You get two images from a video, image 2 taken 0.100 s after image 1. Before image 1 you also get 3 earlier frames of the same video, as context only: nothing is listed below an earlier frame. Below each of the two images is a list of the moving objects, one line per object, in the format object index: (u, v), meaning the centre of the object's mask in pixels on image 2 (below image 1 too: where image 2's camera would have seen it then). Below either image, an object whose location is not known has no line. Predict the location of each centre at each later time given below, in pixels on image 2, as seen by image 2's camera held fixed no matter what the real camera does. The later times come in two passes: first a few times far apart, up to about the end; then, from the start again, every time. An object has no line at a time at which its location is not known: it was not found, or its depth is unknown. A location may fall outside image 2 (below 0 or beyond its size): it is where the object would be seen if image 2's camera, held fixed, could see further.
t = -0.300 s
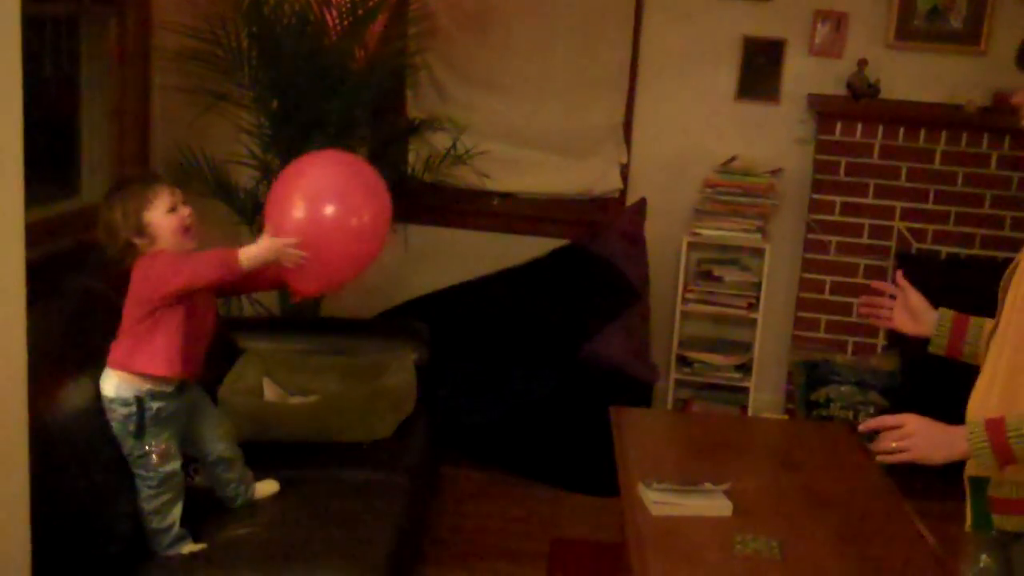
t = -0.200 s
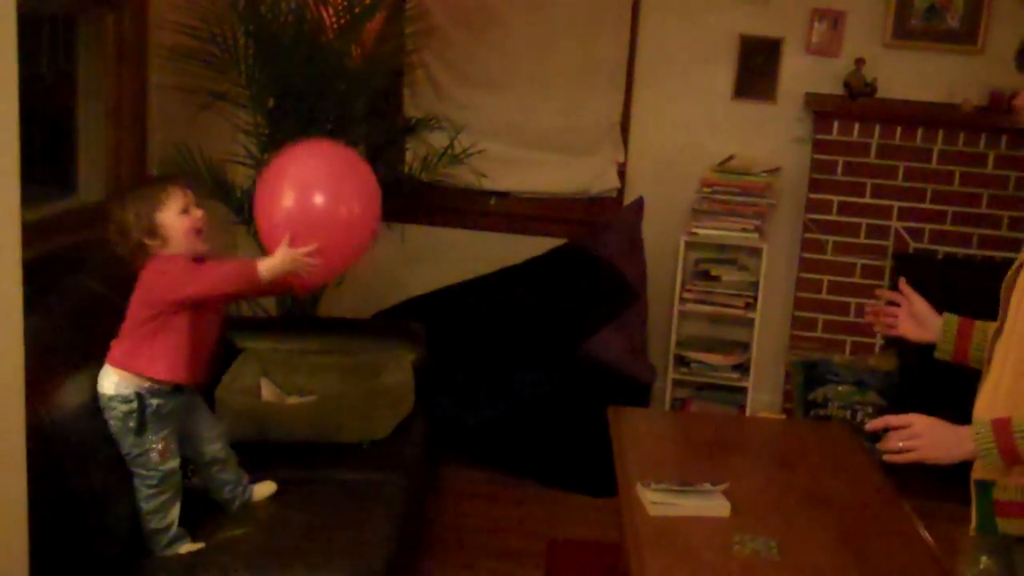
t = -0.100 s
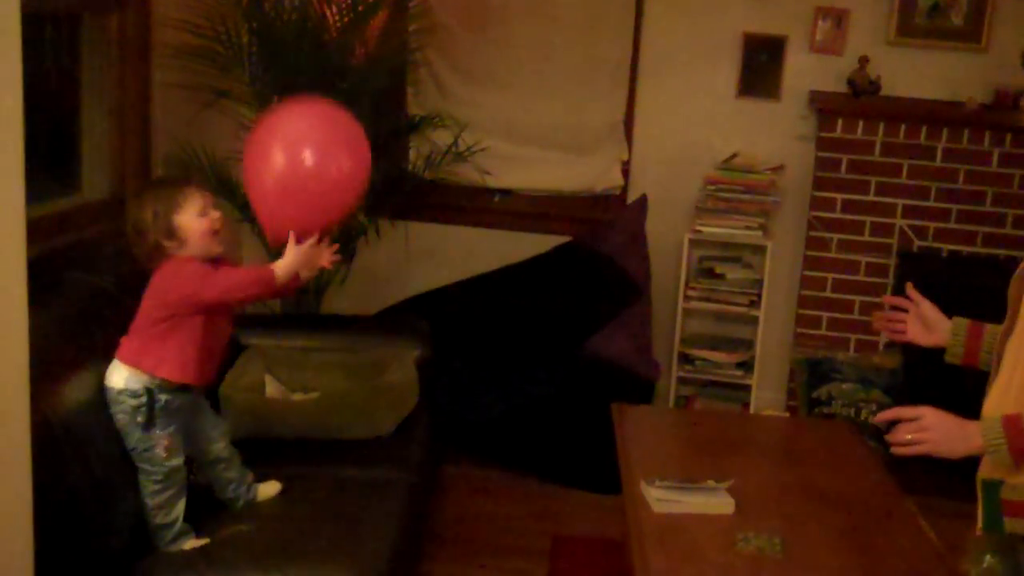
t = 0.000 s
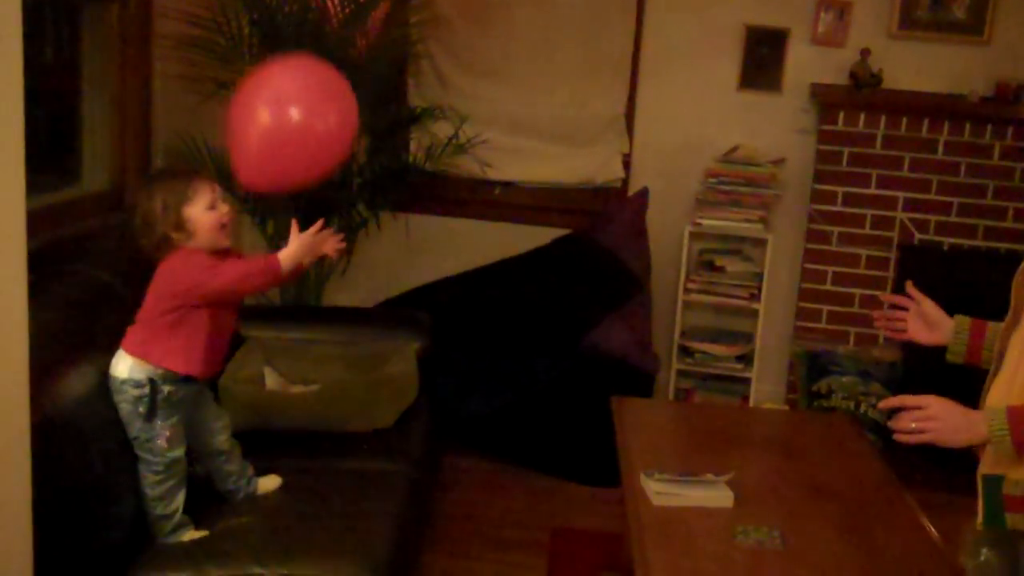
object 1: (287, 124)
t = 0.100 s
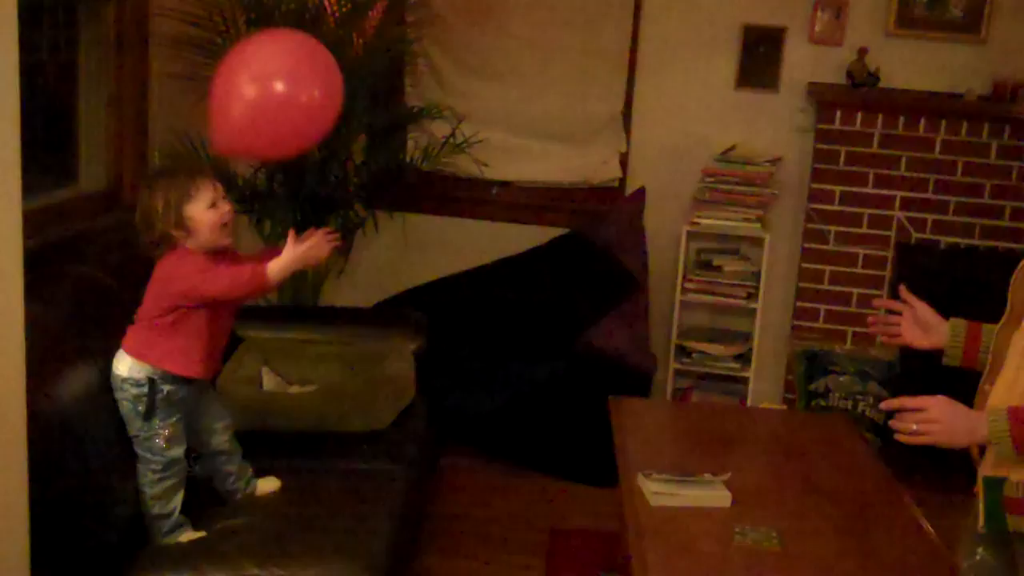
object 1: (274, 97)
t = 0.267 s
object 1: (255, 72)
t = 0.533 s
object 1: (226, 77)
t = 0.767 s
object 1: (209, 120)
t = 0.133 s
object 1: (270, 90)
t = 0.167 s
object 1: (266, 85)
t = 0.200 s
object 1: (262, 79)
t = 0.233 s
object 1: (258, 75)
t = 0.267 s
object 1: (255, 72)
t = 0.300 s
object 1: (251, 69)
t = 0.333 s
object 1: (247, 69)
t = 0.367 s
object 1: (244, 69)
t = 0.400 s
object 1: (240, 69)
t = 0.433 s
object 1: (237, 70)
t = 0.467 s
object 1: (233, 72)
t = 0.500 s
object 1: (230, 74)
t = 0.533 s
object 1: (226, 77)
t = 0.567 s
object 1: (223, 80)
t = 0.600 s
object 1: (220, 85)
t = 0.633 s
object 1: (218, 91)
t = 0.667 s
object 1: (215, 97)
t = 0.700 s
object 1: (213, 105)
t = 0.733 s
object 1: (211, 112)
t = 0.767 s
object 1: (209, 120)
